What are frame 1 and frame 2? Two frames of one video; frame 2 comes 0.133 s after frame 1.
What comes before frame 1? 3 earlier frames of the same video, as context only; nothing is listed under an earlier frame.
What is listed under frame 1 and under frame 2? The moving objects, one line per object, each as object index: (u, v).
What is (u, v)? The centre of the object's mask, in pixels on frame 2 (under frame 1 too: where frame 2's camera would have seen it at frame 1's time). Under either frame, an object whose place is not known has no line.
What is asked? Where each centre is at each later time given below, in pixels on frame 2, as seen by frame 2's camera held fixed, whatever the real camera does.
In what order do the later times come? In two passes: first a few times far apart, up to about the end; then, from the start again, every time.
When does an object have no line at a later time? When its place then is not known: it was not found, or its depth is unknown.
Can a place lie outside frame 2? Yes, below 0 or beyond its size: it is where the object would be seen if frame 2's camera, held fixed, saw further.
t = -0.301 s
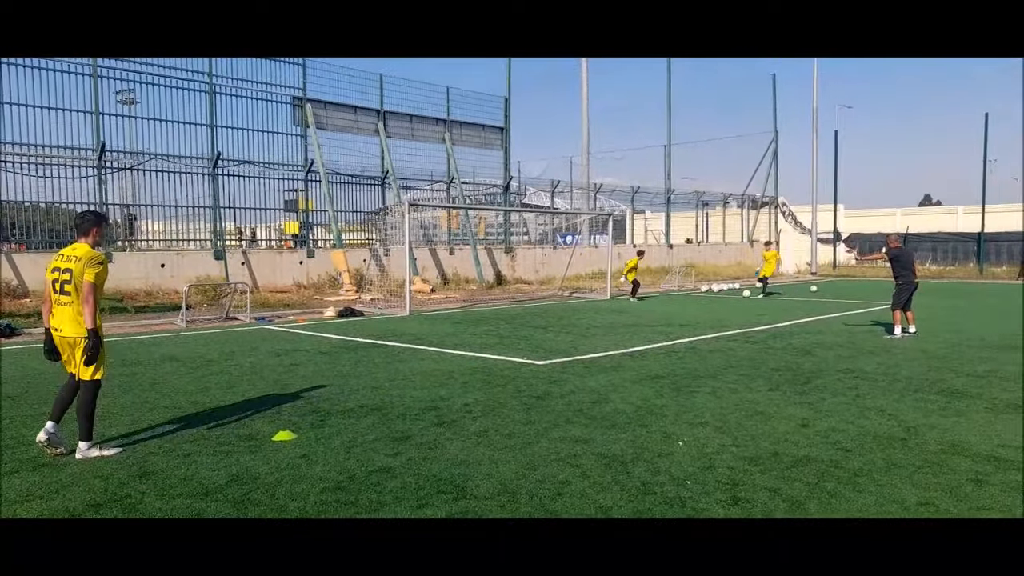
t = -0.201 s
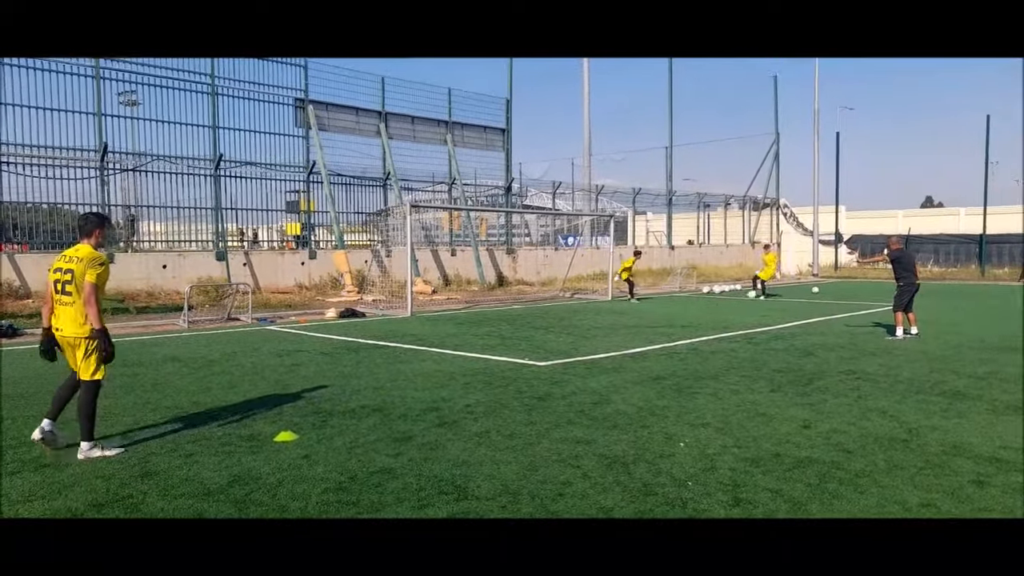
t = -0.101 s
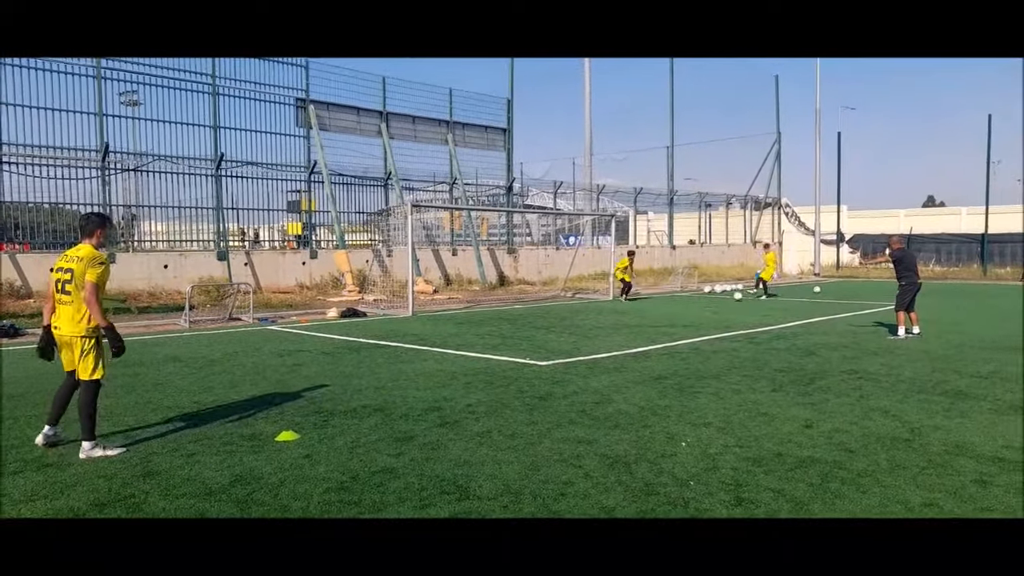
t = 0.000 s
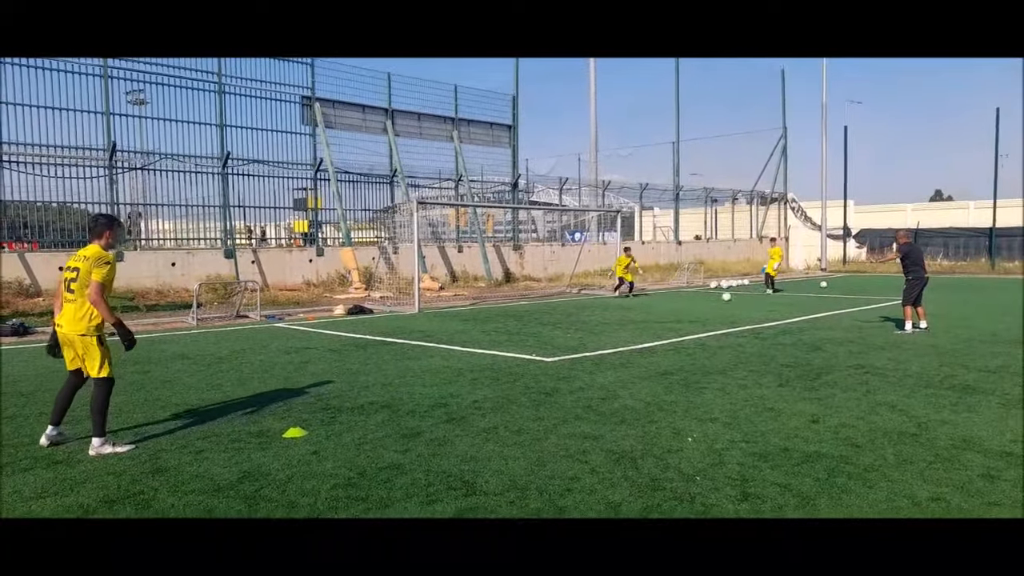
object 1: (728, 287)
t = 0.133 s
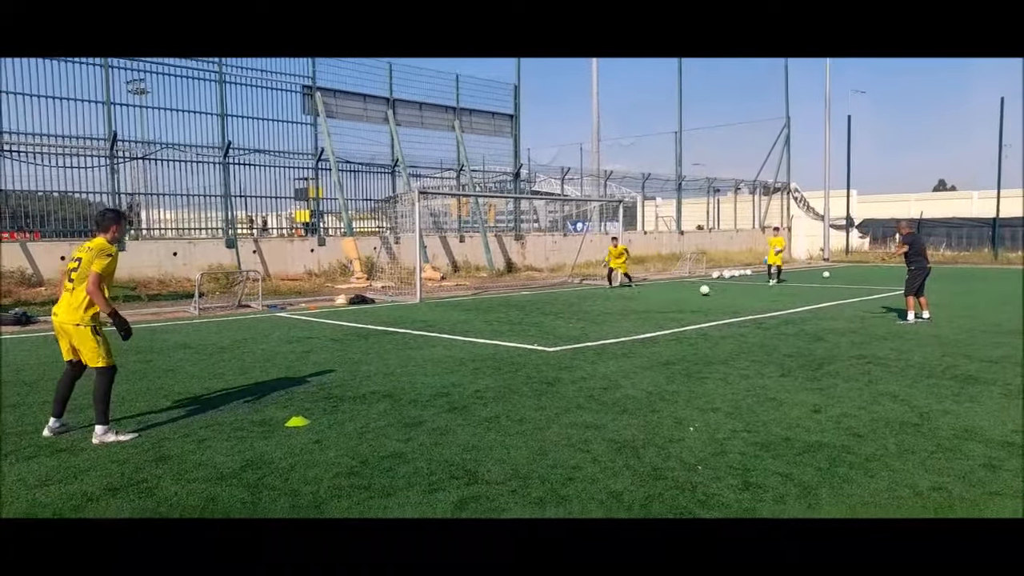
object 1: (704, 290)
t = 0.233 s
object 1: (684, 296)
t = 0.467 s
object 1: (635, 305)
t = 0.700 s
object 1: (584, 318)
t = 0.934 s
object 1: (530, 320)
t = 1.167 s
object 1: (463, 335)
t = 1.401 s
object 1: (375, 361)
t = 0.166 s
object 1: (698, 292)
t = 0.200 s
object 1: (691, 294)
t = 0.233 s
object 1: (684, 296)
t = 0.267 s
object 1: (678, 296)
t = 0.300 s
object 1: (671, 296)
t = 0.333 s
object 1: (664, 298)
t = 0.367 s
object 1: (657, 300)
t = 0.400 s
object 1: (649, 303)
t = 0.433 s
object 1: (641, 306)
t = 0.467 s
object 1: (635, 305)
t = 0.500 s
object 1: (629, 305)
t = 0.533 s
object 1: (621, 306)
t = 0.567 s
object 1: (614, 306)
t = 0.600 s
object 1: (608, 308)
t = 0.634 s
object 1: (600, 311)
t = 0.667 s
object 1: (592, 314)
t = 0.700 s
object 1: (584, 318)
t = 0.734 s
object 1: (577, 318)
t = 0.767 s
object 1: (570, 316)
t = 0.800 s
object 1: (562, 315)
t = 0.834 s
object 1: (555, 315)
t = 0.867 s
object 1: (547, 316)
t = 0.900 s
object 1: (539, 317)
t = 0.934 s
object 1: (530, 320)
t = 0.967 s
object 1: (522, 323)
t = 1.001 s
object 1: (512, 328)
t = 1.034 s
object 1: (504, 334)
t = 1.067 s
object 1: (494, 335)
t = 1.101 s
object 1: (484, 334)
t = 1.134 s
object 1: (474, 334)
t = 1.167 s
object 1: (463, 335)
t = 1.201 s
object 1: (451, 338)
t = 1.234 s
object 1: (440, 341)
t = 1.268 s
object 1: (428, 345)
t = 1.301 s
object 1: (416, 352)
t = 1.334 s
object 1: (403, 357)
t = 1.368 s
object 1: (390, 358)
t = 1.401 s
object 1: (375, 361)
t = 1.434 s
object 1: (361, 364)
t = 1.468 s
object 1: (345, 369)
